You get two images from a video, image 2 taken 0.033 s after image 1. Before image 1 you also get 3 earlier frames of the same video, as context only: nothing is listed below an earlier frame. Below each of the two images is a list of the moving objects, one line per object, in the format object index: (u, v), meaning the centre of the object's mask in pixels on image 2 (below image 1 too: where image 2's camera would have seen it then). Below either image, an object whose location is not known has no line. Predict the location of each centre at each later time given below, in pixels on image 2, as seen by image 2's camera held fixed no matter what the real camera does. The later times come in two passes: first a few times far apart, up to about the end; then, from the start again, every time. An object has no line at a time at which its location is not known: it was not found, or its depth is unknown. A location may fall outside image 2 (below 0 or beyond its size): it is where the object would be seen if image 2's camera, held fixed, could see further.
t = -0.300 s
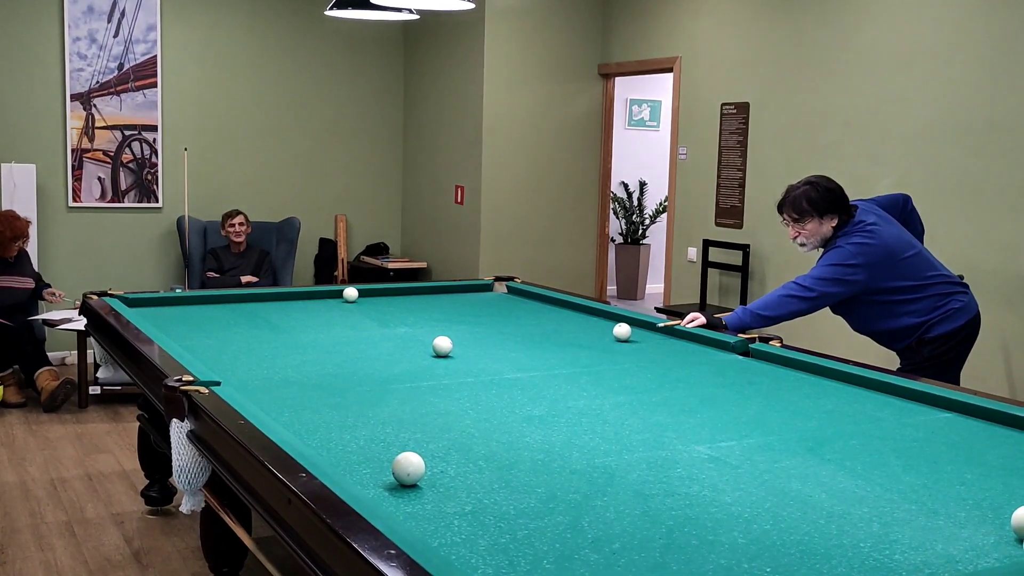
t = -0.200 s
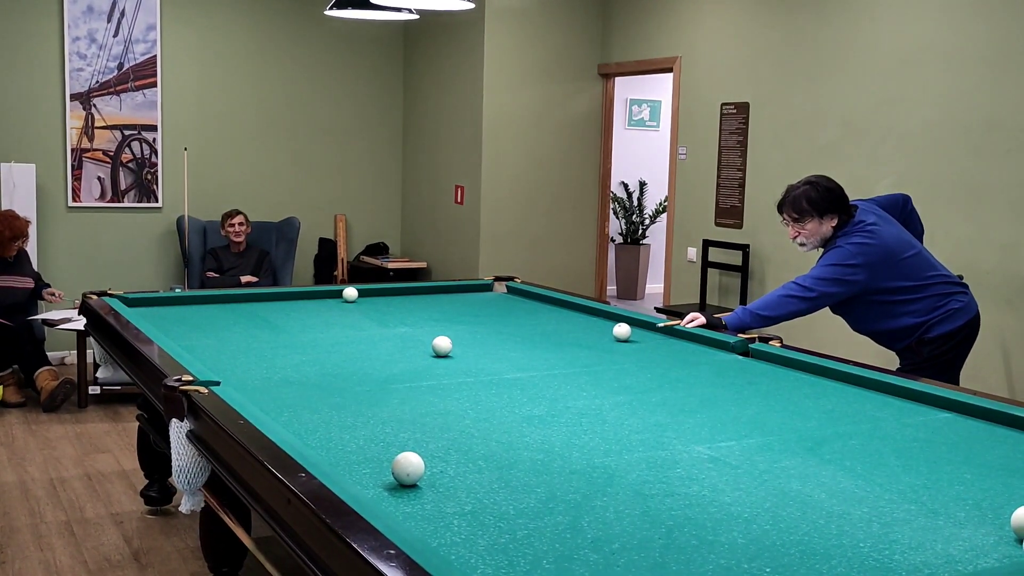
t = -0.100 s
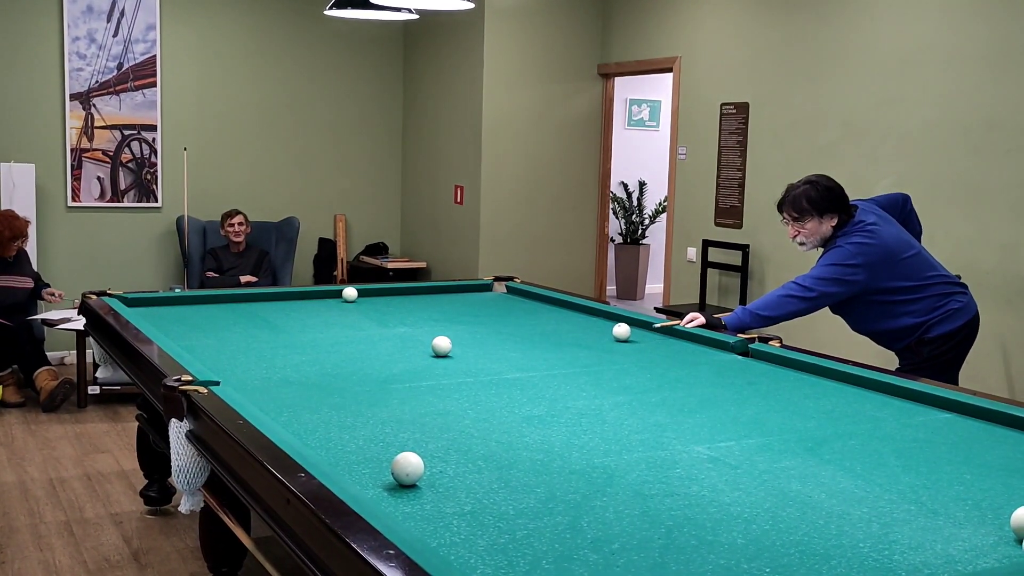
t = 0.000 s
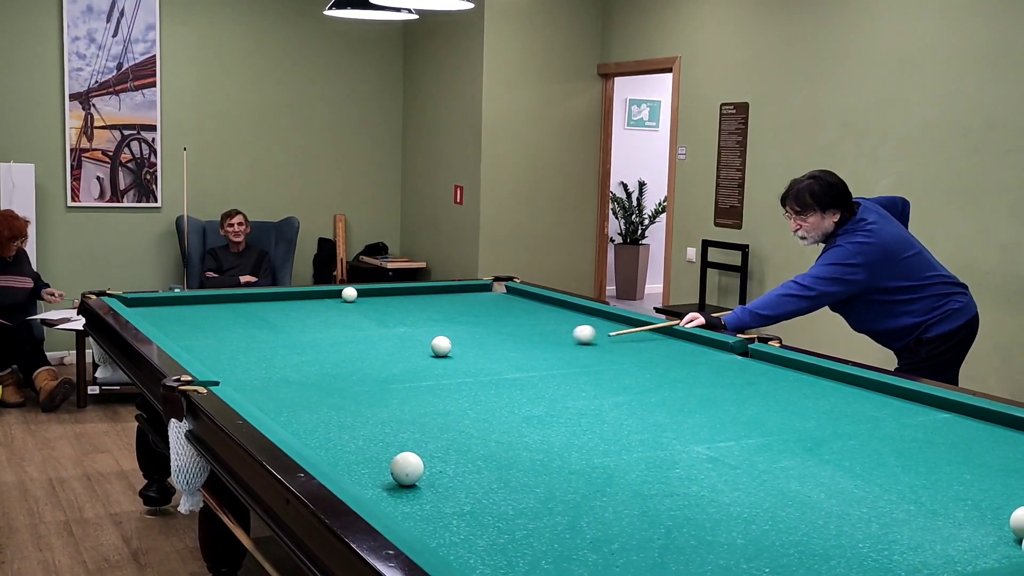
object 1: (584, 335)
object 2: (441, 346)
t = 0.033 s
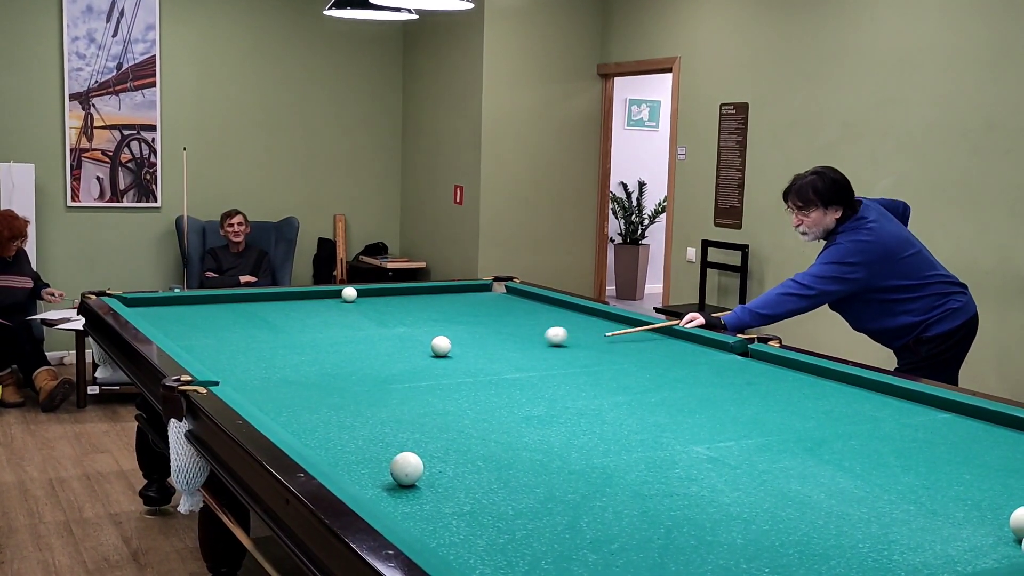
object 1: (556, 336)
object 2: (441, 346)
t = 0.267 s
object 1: (409, 339)
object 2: (394, 357)
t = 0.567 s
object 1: (300, 331)
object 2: (271, 386)
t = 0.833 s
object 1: (209, 324)
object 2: (321, 393)
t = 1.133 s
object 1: (164, 316)
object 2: (427, 396)
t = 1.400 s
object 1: (191, 307)
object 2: (517, 399)
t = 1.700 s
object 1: (218, 299)
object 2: (616, 401)
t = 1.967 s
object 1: (251, 297)
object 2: (701, 404)
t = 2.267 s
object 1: (293, 300)
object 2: (795, 407)
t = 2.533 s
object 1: (330, 301)
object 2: (876, 408)
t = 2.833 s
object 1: (369, 304)
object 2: (966, 412)
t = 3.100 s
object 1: (403, 306)
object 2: (969, 419)
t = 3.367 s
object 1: (437, 307)
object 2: (958, 427)
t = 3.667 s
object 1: (473, 310)
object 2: (946, 436)
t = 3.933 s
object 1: (504, 311)
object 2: (935, 445)
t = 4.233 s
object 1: (537, 313)
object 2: (922, 455)
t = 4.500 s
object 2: (910, 463)
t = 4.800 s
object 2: (897, 472)
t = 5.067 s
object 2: (885, 480)
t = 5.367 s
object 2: (873, 490)
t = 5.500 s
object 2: (867, 493)
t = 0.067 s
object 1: (528, 338)
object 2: (441, 346)
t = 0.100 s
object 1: (500, 340)
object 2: (441, 346)
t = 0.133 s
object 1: (473, 342)
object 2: (441, 346)
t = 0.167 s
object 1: (451, 342)
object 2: (436, 347)
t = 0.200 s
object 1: (436, 340)
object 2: (423, 350)
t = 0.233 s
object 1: (422, 339)
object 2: (409, 353)
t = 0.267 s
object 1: (409, 339)
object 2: (394, 357)
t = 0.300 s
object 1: (397, 338)
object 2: (380, 360)
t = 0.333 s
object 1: (384, 337)
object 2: (367, 363)
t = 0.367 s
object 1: (372, 336)
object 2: (353, 367)
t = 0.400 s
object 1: (360, 335)
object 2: (340, 370)
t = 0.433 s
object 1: (347, 335)
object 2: (327, 373)
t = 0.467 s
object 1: (335, 333)
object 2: (314, 376)
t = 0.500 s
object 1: (323, 333)
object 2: (300, 379)
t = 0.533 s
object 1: (312, 332)
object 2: (286, 383)
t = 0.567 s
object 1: (300, 331)
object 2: (271, 386)
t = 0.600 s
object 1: (288, 330)
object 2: (256, 390)
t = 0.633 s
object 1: (277, 329)
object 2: (246, 390)
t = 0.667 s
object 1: (265, 329)
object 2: (260, 392)
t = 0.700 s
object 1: (254, 328)
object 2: (274, 393)
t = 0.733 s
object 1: (243, 327)
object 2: (286, 392)
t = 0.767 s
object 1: (231, 326)
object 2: (298, 393)
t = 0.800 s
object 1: (220, 325)
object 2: (310, 393)
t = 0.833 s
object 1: (209, 324)
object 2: (321, 393)
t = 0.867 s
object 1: (198, 323)
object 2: (333, 394)
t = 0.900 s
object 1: (187, 323)
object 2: (345, 394)
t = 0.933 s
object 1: (177, 321)
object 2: (357, 394)
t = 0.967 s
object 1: (166, 320)
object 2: (370, 394)
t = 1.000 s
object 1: (156, 319)
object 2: (381, 395)
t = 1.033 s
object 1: (152, 318)
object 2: (392, 395)
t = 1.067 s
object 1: (156, 318)
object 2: (404, 396)
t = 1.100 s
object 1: (160, 317)
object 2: (415, 396)
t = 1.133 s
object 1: (164, 316)
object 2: (427, 396)
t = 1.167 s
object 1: (167, 315)
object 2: (438, 397)
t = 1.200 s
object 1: (171, 314)
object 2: (450, 397)
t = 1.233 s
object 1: (174, 313)
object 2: (461, 397)
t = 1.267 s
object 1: (178, 312)
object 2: (472, 397)
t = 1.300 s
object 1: (181, 311)
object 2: (484, 398)
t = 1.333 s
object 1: (184, 310)
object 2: (495, 398)
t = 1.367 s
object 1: (188, 308)
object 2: (506, 398)
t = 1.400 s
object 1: (191, 307)
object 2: (517, 399)
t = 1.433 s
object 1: (194, 306)
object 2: (528, 399)
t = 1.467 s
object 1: (197, 305)
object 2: (538, 399)
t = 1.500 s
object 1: (200, 304)
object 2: (550, 400)
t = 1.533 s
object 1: (204, 303)
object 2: (561, 400)
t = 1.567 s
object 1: (207, 302)
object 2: (573, 400)
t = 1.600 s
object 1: (210, 301)
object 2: (585, 400)
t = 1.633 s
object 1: (213, 300)
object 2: (594, 401)
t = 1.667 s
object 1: (215, 300)
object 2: (605, 401)
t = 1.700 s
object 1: (218, 299)
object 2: (616, 401)
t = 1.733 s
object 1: (221, 298)
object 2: (627, 402)
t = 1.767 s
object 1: (224, 297)
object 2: (637, 402)
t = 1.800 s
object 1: (227, 296)
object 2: (649, 402)
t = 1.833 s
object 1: (231, 296)
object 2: (659, 403)
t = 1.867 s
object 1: (236, 297)
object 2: (670, 403)
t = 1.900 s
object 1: (241, 297)
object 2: (680, 403)
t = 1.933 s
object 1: (246, 297)
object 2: (691, 403)
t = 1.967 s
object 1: (251, 297)
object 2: (701, 404)
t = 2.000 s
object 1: (255, 298)
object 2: (712, 404)
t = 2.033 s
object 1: (260, 298)
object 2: (723, 405)
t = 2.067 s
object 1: (265, 298)
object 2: (733, 405)
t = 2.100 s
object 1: (270, 298)
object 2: (744, 405)
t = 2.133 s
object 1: (274, 298)
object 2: (754, 405)
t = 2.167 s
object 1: (279, 299)
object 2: (764, 406)
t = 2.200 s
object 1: (283, 299)
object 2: (775, 406)
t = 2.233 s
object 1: (288, 299)
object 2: (785, 407)
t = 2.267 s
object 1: (293, 300)
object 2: (795, 407)
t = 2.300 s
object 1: (297, 299)
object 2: (804, 406)
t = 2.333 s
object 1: (302, 300)
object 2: (816, 407)
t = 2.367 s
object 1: (307, 300)
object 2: (826, 408)
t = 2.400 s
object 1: (311, 300)
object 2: (837, 408)
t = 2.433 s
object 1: (316, 301)
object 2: (847, 409)
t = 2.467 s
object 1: (320, 301)
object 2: (857, 409)
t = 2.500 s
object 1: (325, 301)
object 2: (866, 408)
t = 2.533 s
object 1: (330, 301)
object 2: (876, 408)
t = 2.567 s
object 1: (334, 302)
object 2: (887, 409)
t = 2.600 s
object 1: (338, 302)
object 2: (897, 409)
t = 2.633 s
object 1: (343, 302)
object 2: (906, 410)
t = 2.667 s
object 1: (347, 302)
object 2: (917, 410)
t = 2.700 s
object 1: (352, 303)
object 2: (927, 410)
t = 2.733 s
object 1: (356, 303)
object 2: (936, 411)
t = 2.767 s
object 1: (360, 303)
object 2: (946, 411)
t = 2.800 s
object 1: (365, 304)
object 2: (956, 412)
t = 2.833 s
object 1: (369, 304)
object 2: (966, 412)
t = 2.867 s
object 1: (374, 304)
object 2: (976, 412)
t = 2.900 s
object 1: (378, 304)
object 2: (977, 413)
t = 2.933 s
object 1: (382, 305)
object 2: (975, 414)
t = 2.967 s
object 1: (386, 305)
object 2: (974, 415)
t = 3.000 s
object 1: (391, 305)
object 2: (973, 416)
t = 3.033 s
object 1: (395, 305)
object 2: (972, 417)
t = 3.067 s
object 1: (399, 305)
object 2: (970, 418)
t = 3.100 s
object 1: (403, 306)
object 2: (969, 419)
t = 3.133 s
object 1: (408, 306)
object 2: (968, 420)
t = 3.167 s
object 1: (412, 306)
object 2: (967, 421)
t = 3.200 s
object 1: (416, 306)
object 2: (965, 422)
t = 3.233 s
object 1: (420, 306)
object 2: (964, 423)
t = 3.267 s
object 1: (424, 307)
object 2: (962, 424)
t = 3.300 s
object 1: (428, 307)
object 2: (961, 425)
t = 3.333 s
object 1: (432, 307)
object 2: (960, 426)
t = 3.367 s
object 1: (437, 307)
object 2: (958, 427)
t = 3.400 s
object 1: (441, 308)
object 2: (957, 428)
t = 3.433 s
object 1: (445, 308)
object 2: (956, 429)
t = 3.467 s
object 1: (449, 308)
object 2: (954, 430)
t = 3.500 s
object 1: (453, 308)
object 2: (953, 431)
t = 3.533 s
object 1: (457, 309)
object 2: (952, 432)
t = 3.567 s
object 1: (461, 309)
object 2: (950, 433)
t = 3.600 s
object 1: (465, 309)
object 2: (949, 435)
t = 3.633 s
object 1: (469, 309)
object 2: (947, 436)
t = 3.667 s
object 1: (473, 310)
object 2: (946, 436)
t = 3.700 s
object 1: (477, 310)
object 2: (944, 438)
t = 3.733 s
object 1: (481, 310)
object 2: (943, 438)
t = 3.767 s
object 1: (484, 310)
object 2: (942, 439)
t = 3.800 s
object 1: (488, 310)
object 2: (940, 440)
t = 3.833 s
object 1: (492, 311)
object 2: (939, 442)
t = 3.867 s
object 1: (496, 311)
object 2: (938, 443)
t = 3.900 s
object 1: (500, 311)
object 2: (936, 444)
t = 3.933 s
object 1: (504, 311)
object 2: (935, 445)
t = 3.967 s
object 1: (508, 312)
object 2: (934, 446)
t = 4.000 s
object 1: (511, 312)
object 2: (932, 447)
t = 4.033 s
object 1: (515, 312)
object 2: (931, 448)
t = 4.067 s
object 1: (518, 312)
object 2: (929, 449)
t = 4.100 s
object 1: (522, 312)
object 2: (928, 450)
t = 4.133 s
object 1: (526, 312)
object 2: (927, 451)
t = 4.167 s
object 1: (530, 312)
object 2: (925, 451)
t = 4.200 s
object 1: (534, 313)
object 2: (924, 453)
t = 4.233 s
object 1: (537, 313)
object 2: (922, 455)
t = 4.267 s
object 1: (540, 313)
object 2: (920, 455)
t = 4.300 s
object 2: (919, 456)
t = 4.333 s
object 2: (918, 458)
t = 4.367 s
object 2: (916, 458)
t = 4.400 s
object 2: (915, 460)
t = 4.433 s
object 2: (913, 461)
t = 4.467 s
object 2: (912, 462)
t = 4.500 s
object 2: (910, 463)
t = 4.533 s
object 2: (909, 464)
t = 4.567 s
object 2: (907, 465)
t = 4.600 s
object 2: (906, 466)
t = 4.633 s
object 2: (904, 467)
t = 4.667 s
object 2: (903, 467)
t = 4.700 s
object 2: (901, 469)
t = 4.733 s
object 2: (900, 470)
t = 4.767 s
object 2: (899, 471)
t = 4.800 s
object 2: (897, 472)
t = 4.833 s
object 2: (896, 474)
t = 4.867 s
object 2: (894, 474)
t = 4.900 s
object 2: (893, 475)
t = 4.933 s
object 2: (891, 477)
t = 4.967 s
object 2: (890, 478)
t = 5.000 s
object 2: (888, 478)
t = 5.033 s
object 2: (887, 479)
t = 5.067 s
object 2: (885, 480)
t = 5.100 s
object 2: (884, 481)
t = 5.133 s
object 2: (882, 482)
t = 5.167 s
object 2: (881, 483)
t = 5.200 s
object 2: (880, 485)
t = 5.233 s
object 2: (879, 486)
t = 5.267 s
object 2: (877, 486)
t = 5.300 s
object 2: (876, 487)
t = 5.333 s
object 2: (874, 489)
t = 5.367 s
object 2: (873, 490)
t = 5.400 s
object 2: (871, 491)
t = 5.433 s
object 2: (870, 491)
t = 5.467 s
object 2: (868, 492)
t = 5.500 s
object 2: (867, 493)
